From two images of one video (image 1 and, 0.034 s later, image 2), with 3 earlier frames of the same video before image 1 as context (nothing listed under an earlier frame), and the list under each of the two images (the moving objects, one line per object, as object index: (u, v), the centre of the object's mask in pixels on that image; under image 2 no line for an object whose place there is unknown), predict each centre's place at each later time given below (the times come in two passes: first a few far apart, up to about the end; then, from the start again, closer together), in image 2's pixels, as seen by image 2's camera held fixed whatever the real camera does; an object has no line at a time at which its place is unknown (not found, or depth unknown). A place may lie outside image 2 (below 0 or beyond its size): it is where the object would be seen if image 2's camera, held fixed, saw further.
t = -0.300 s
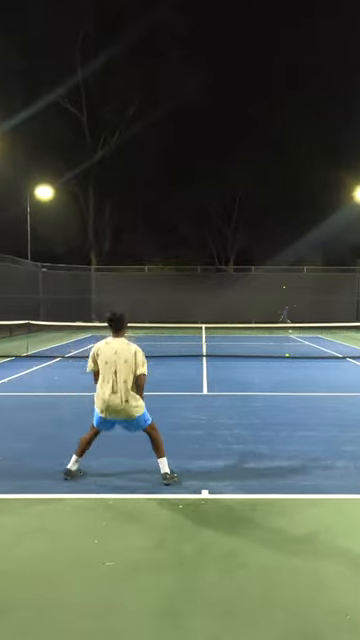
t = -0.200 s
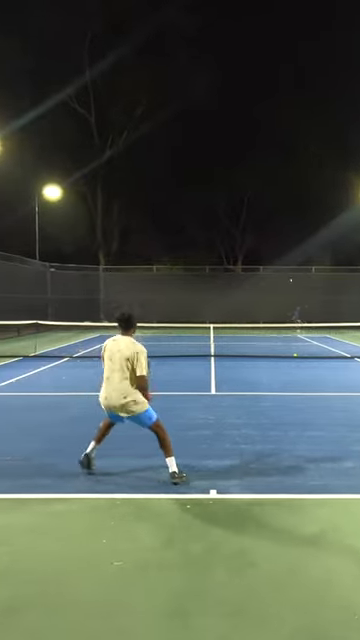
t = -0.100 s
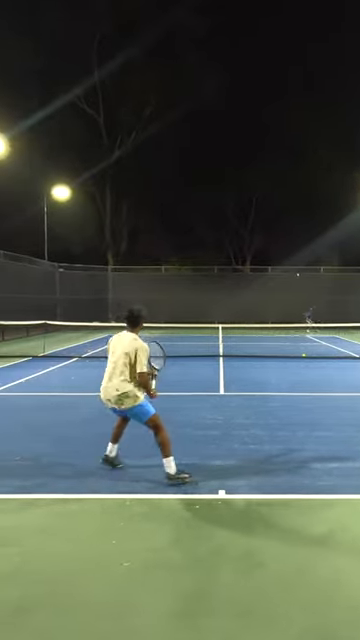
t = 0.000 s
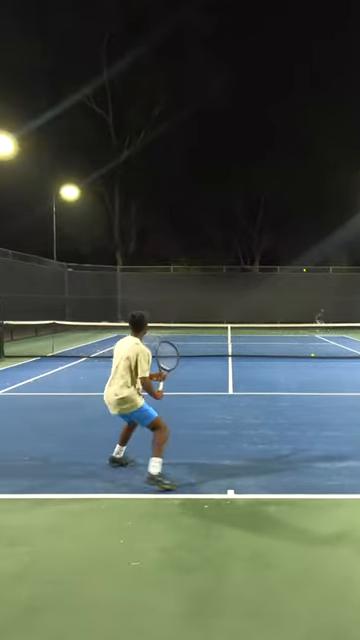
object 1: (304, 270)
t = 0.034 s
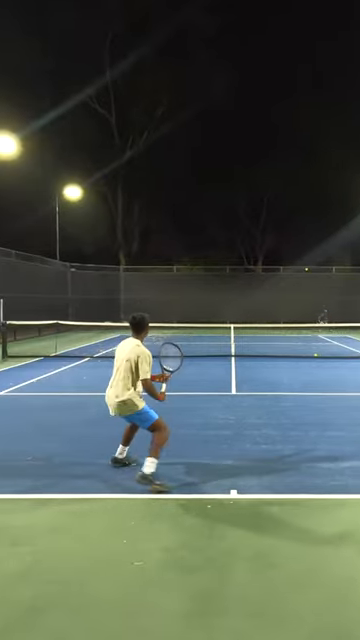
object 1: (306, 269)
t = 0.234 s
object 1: (298, 268)
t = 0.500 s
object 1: (281, 289)
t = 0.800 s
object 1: (249, 380)
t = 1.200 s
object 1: (194, 373)
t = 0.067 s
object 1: (305, 268)
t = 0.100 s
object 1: (303, 267)
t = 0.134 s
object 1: (303, 267)
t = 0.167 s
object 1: (301, 267)
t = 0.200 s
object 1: (299, 267)
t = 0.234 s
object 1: (298, 268)
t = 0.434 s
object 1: (286, 280)
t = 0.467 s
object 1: (284, 284)
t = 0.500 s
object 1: (281, 289)
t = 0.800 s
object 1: (249, 380)
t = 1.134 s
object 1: (204, 382)
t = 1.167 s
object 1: (199, 377)
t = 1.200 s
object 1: (194, 373)
